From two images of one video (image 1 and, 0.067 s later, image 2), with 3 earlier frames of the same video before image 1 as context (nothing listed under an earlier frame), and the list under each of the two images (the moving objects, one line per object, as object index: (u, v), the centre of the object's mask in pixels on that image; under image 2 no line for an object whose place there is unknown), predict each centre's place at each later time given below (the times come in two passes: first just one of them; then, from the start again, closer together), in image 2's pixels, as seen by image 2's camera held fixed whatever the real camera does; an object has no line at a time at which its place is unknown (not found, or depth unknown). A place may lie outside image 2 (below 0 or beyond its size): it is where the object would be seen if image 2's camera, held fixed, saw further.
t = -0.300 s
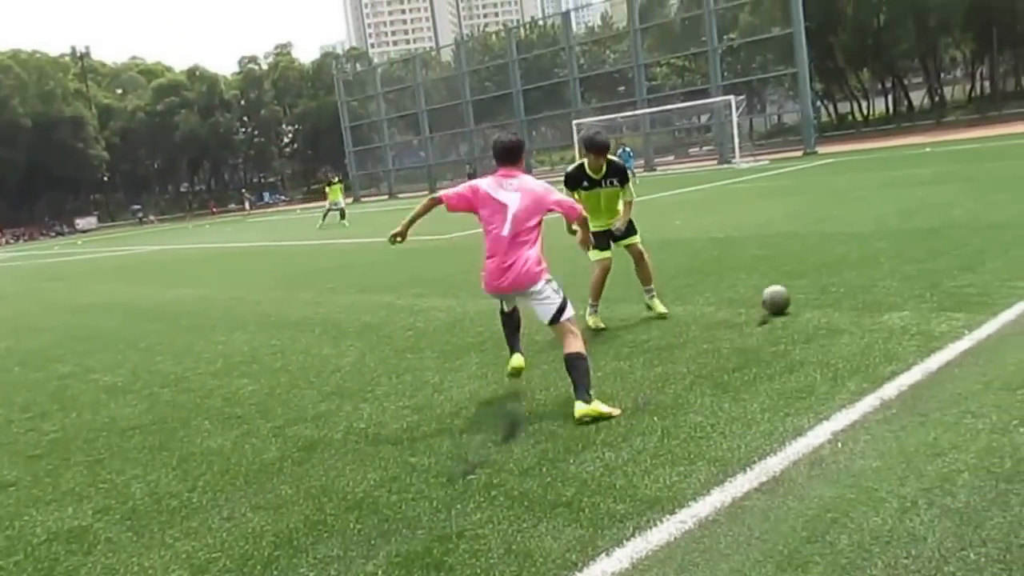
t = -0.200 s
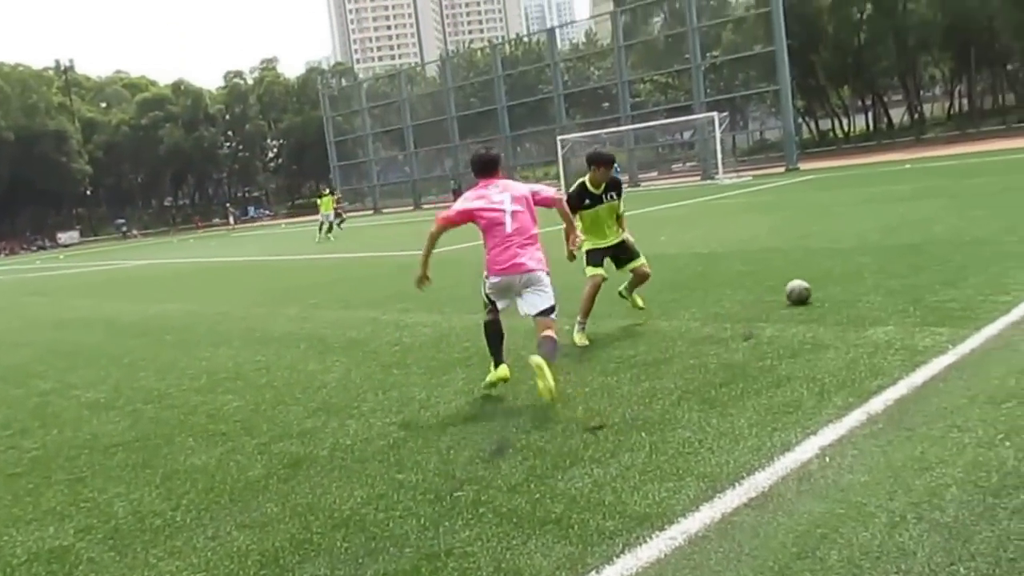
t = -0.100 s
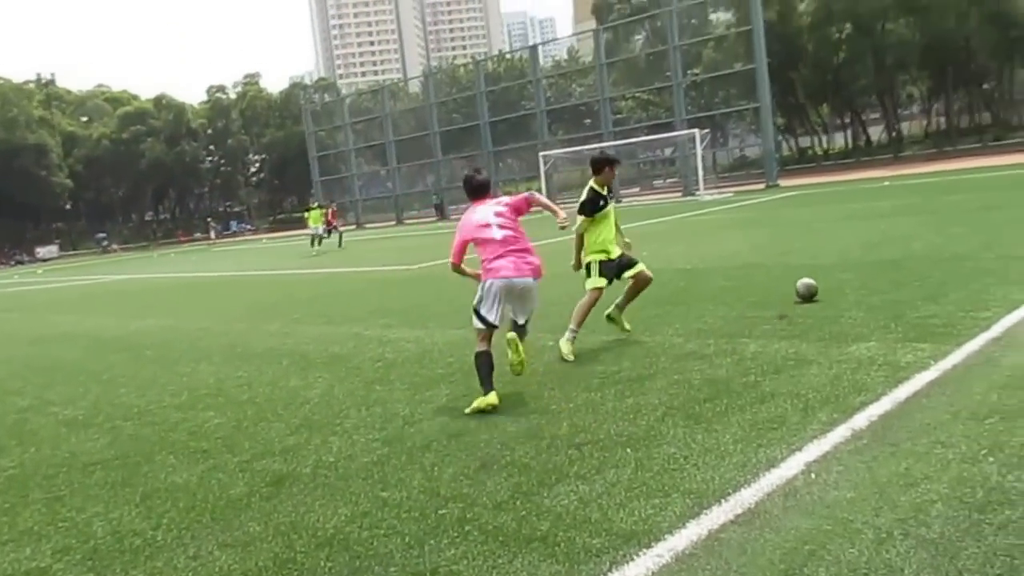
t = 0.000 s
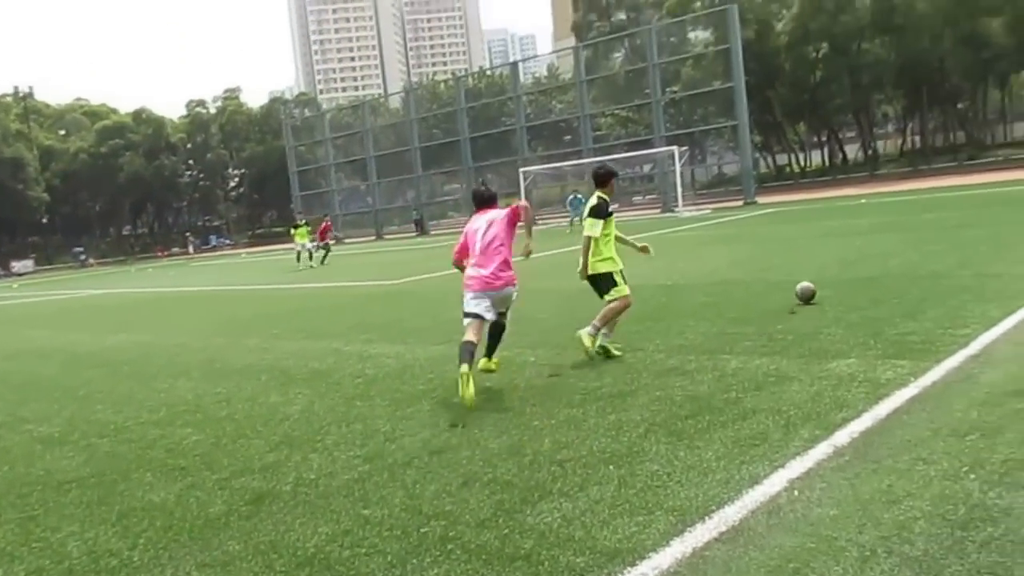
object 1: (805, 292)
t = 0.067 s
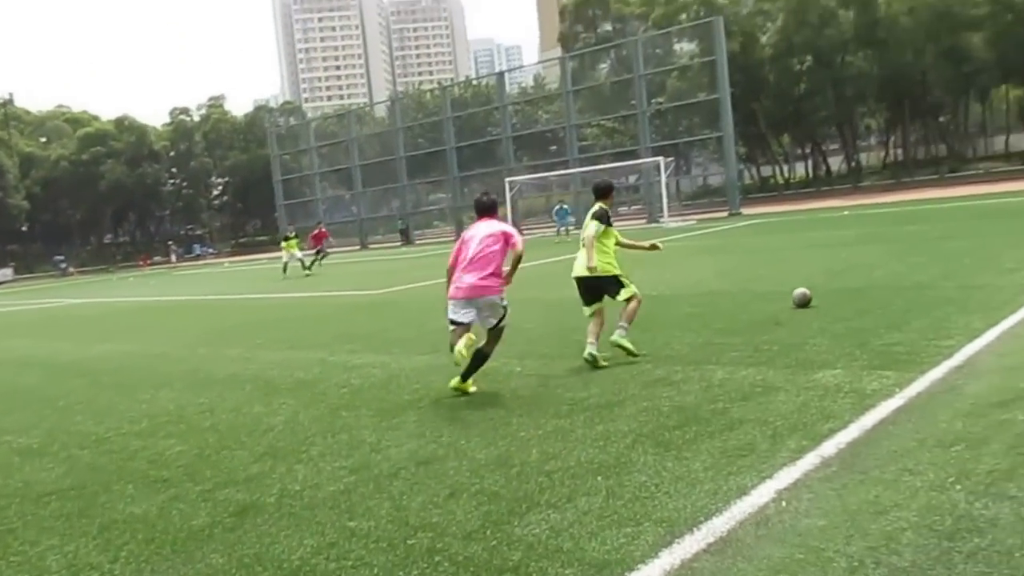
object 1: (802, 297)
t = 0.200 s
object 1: (823, 284)
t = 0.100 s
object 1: (807, 294)
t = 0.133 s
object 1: (813, 291)
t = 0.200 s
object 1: (823, 284)
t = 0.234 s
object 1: (828, 282)
